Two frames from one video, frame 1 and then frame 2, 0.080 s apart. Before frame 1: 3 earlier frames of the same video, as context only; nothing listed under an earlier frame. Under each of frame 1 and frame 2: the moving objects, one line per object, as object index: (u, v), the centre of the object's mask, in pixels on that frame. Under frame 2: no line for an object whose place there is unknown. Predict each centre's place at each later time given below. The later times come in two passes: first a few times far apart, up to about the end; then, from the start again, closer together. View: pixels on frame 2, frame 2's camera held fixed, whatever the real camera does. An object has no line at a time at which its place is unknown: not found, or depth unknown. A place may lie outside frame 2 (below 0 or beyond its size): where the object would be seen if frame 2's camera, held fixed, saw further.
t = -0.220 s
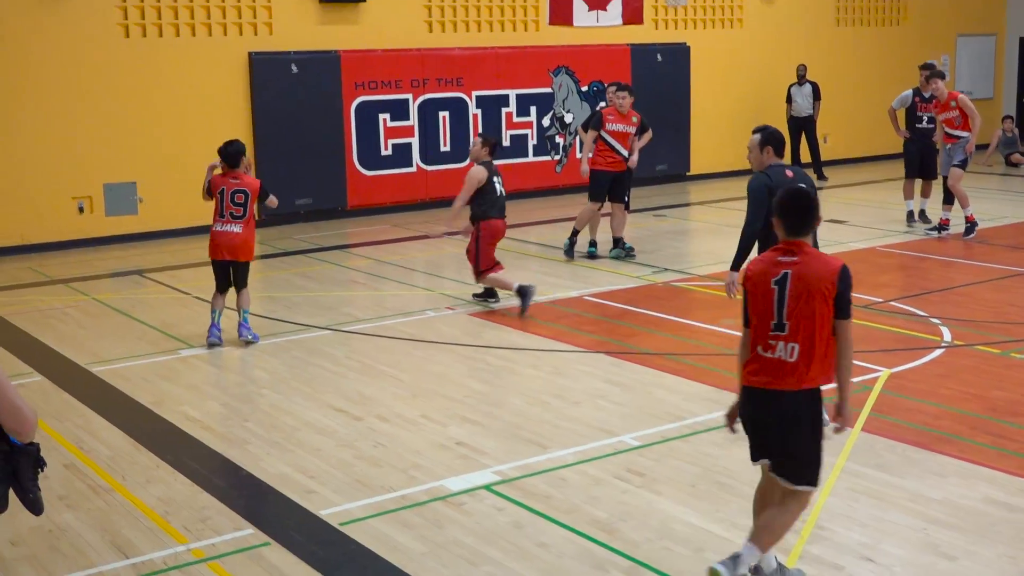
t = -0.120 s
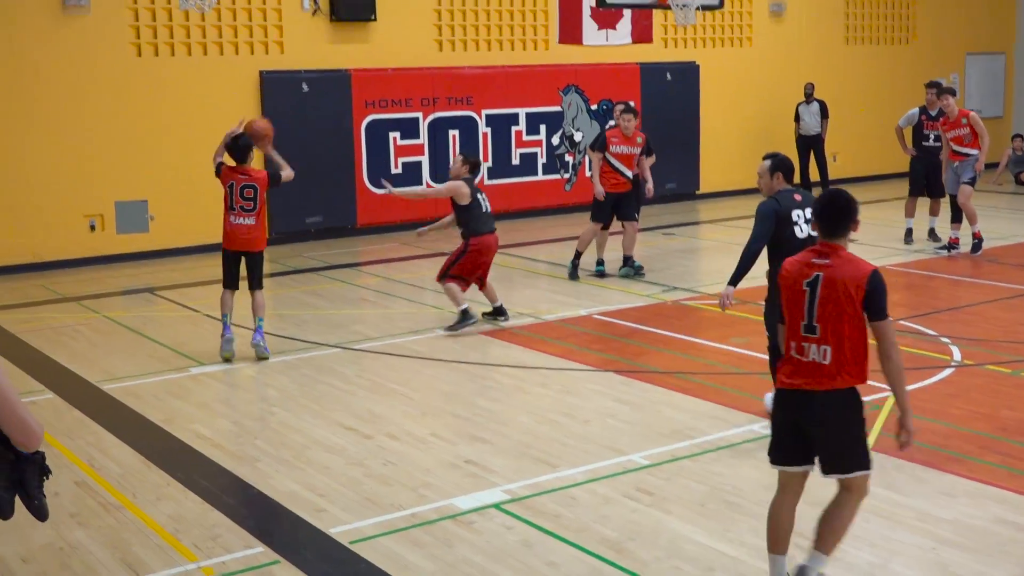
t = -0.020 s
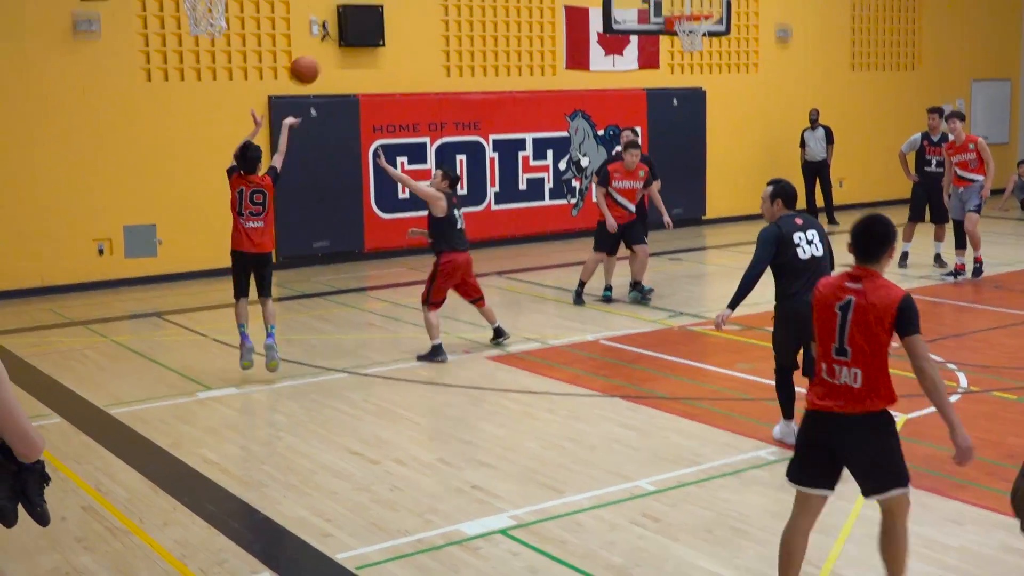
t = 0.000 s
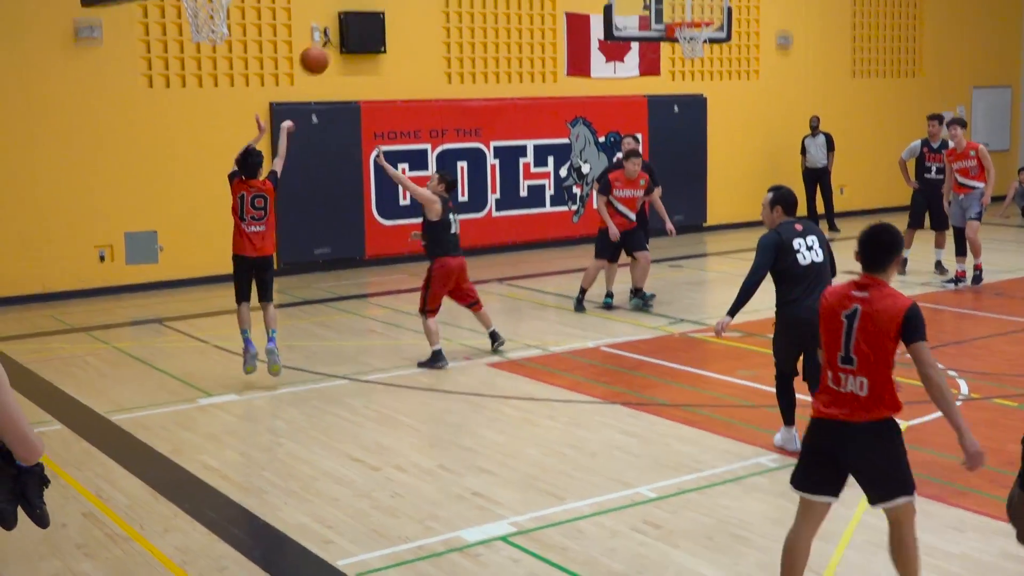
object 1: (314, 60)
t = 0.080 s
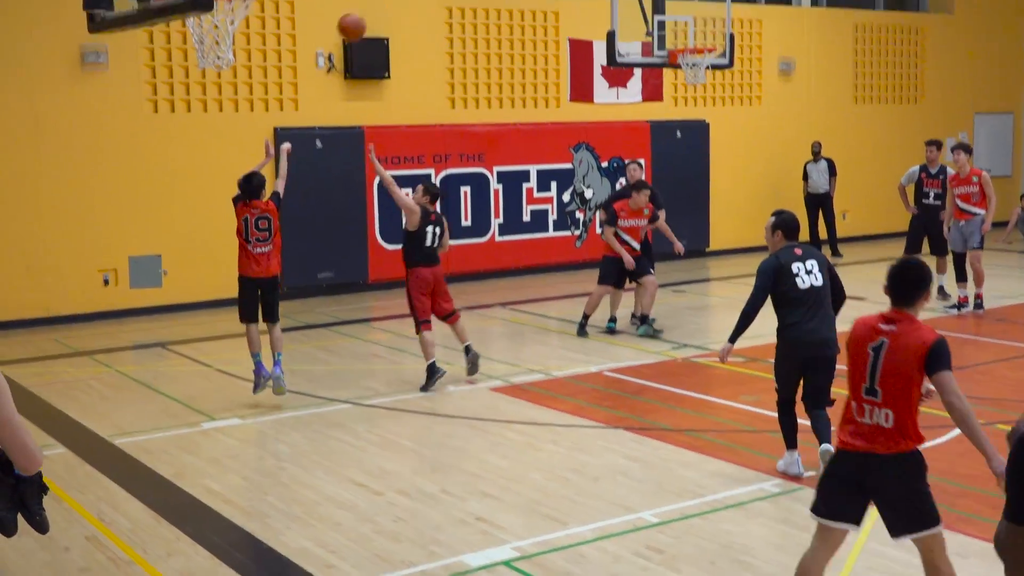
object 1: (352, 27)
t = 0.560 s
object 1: (522, -142)
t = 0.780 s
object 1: (585, -130)
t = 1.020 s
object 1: (645, -65)
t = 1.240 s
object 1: (692, 29)
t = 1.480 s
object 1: (709, 26)
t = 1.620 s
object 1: (718, 34)
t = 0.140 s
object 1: (376, -10)
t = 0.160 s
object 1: (384, -19)
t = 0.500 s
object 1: (504, -132)
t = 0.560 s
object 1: (522, -142)
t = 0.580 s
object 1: (527, -144)
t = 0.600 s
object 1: (533, -145)
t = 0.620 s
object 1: (540, -145)
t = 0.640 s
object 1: (546, -143)
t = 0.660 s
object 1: (552, -143)
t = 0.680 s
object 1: (558, -141)
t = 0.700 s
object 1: (563, -140)
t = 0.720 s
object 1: (569, -138)
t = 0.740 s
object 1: (574, -135)
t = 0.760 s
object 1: (580, -133)
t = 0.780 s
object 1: (585, -130)
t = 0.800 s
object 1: (590, -126)
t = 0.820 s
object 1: (595, -122)
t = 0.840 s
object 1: (601, -118)
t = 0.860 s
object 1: (606, -113)
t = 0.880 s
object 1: (610, -108)
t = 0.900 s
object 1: (616, -102)
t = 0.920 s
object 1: (622, -97)
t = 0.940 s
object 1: (627, -91)
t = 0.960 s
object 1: (631, -85)
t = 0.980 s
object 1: (636, -78)
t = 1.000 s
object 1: (640, -72)
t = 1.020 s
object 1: (645, -65)
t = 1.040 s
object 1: (649, -57)
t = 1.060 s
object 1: (654, -50)
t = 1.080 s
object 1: (658, -43)
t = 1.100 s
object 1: (663, -35)
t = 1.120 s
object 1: (668, -26)
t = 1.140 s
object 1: (671, -17)
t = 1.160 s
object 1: (676, -10)
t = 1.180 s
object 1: (680, -1)
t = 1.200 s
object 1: (684, 9)
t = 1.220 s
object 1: (688, 19)
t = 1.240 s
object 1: (692, 29)
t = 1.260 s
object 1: (696, 37)
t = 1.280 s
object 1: (699, 41)
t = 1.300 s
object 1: (700, 39)
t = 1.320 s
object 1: (701, 37)
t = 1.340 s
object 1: (702, 35)
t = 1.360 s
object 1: (703, 33)
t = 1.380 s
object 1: (704, 31)
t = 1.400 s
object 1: (705, 29)
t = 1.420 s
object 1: (706, 28)
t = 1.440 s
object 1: (707, 27)
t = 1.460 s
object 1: (708, 26)
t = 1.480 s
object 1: (709, 26)
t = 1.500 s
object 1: (710, 26)
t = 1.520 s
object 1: (712, 26)
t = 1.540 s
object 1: (713, 27)
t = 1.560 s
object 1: (714, 28)
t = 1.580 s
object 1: (715, 30)
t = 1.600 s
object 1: (716, 32)
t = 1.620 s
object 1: (718, 34)
